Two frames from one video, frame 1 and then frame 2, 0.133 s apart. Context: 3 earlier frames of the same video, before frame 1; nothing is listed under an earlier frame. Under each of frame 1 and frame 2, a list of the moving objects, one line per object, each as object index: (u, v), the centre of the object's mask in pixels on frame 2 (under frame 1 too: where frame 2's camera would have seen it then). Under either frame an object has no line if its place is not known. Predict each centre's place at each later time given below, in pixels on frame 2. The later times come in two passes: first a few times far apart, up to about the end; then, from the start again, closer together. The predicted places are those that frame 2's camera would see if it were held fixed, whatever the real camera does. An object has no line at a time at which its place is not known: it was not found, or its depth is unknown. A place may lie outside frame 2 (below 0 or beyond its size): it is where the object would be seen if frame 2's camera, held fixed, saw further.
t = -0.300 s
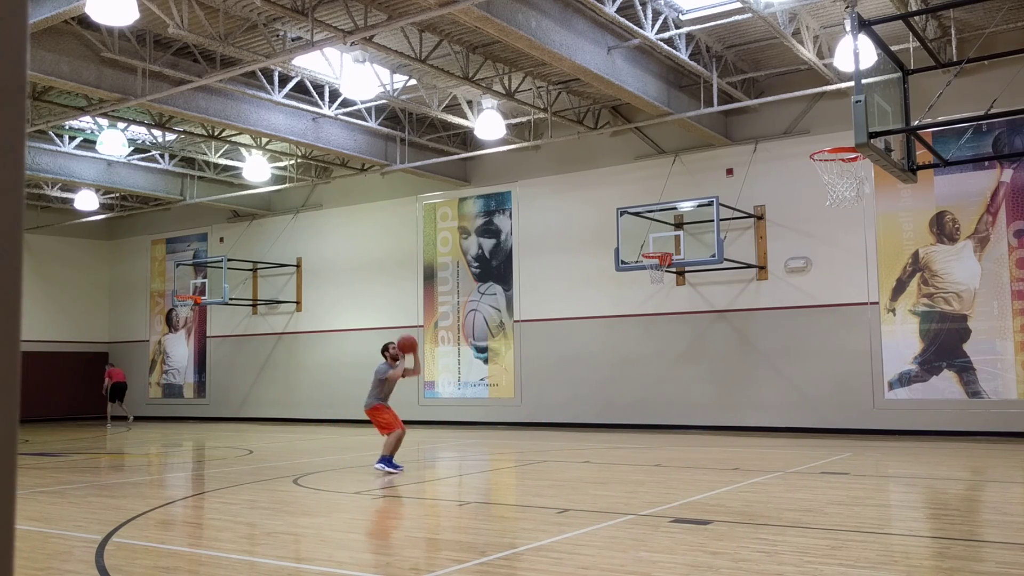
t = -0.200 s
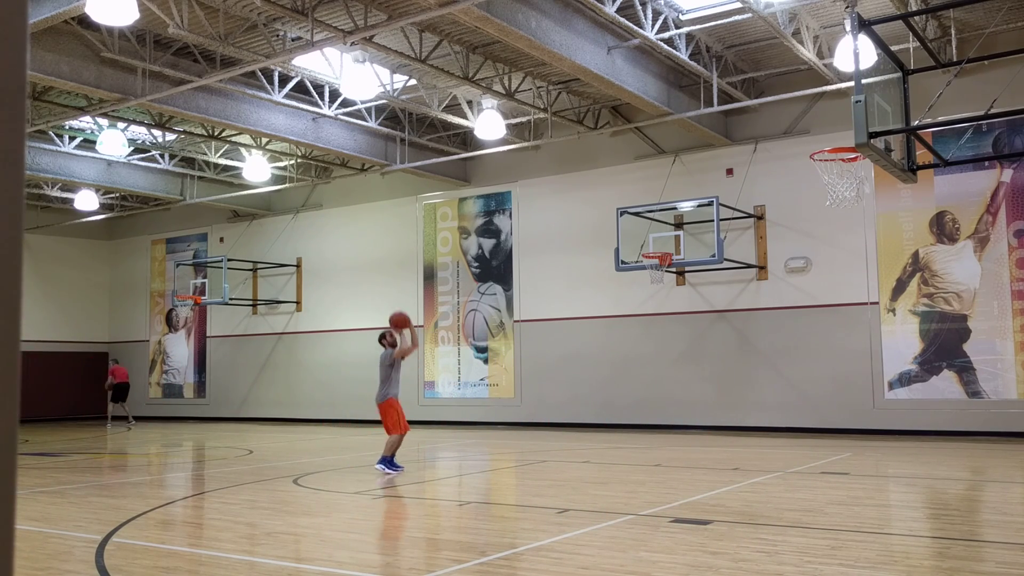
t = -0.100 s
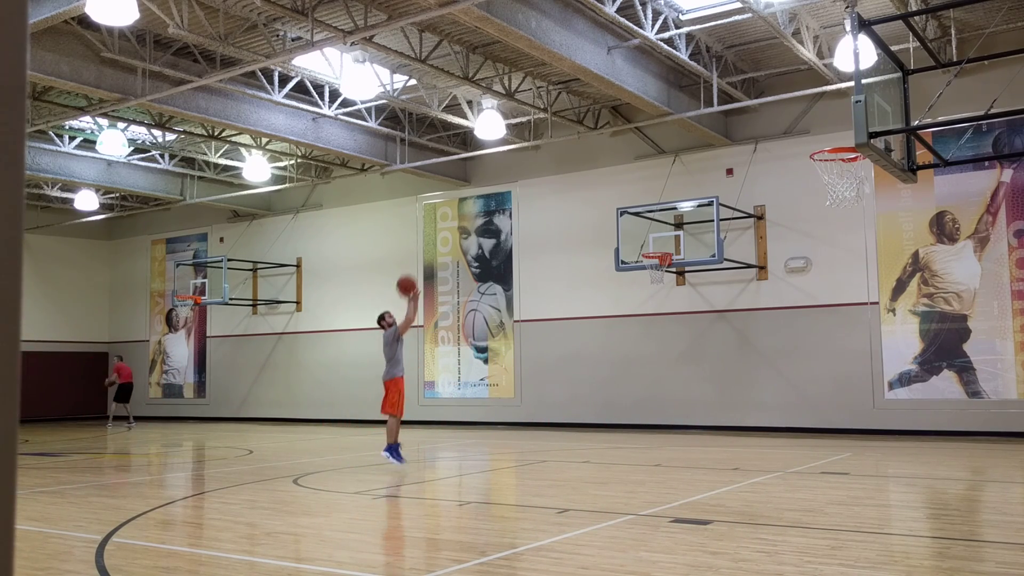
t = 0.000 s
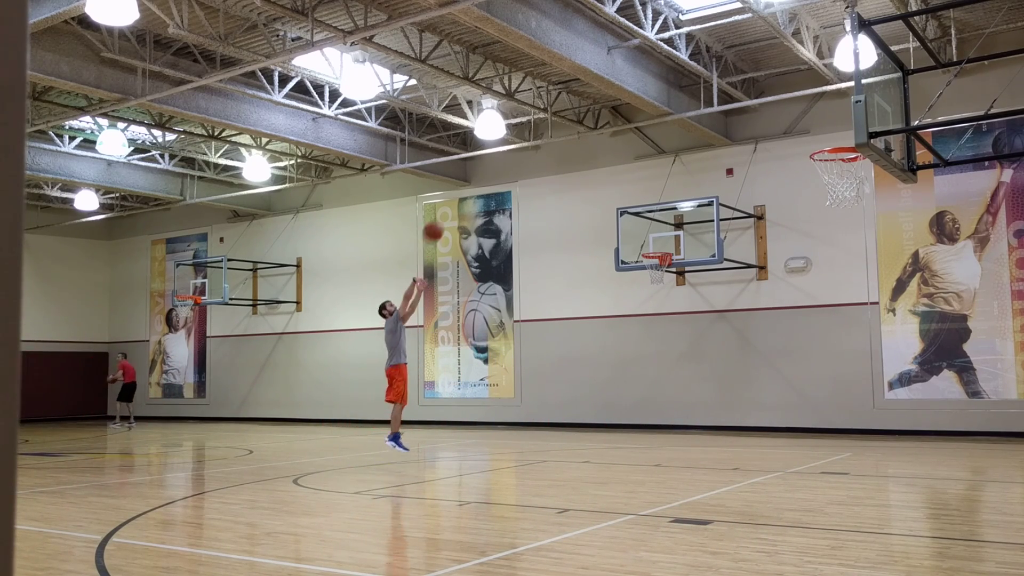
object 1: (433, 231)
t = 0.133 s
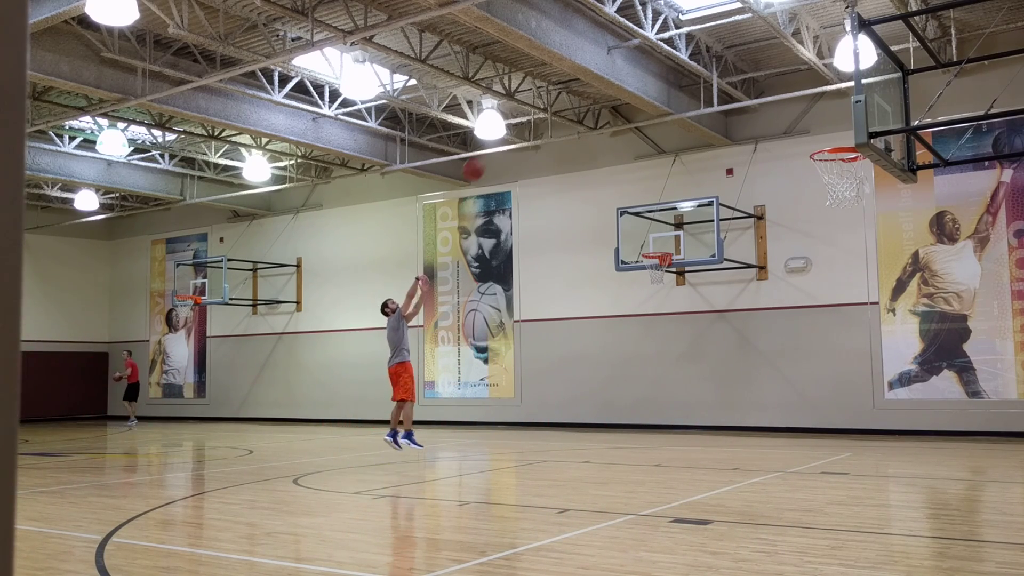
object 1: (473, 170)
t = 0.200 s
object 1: (495, 144)
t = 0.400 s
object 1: (561, 83)
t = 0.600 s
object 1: (632, 55)
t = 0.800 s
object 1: (713, 64)
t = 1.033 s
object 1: (814, 127)
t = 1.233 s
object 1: (868, 185)
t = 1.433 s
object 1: (877, 244)
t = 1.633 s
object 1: (890, 354)
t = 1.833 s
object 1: (901, 478)
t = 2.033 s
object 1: (870, 380)
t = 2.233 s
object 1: (842, 330)
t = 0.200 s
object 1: (495, 144)
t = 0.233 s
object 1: (506, 131)
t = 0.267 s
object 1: (516, 119)
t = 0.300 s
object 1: (527, 109)
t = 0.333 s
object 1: (538, 99)
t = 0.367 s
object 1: (548, 91)
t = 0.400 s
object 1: (561, 83)
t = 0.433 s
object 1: (571, 76)
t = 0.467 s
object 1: (583, 70)
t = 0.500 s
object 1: (596, 65)
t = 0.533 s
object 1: (608, 61)
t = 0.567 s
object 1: (619, 57)
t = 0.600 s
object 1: (632, 55)
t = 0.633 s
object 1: (644, 54)
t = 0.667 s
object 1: (657, 54)
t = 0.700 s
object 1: (671, 55)
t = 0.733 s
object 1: (684, 57)
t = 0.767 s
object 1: (698, 60)
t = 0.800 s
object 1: (713, 64)
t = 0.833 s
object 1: (726, 68)
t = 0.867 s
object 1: (739, 76)
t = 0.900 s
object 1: (754, 84)
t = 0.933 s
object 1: (769, 92)
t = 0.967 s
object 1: (784, 102)
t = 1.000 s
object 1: (799, 114)
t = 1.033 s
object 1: (814, 127)
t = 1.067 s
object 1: (830, 138)
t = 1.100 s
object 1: (847, 160)
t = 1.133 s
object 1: (862, 172)
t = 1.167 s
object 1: (865, 175)
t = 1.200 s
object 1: (867, 180)
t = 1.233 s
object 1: (868, 185)
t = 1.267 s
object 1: (869, 191)
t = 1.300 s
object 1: (871, 199)
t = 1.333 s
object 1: (872, 209)
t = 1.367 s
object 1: (874, 219)
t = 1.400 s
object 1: (876, 231)
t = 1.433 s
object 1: (877, 244)
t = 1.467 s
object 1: (879, 259)
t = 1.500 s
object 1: (881, 275)
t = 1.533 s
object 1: (883, 293)
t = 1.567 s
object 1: (885, 312)
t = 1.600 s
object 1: (888, 332)
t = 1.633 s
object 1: (890, 354)
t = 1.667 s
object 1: (893, 378)
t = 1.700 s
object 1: (896, 403)
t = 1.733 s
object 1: (899, 430)
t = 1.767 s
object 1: (902, 458)
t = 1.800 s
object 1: (905, 489)
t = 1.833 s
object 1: (901, 478)
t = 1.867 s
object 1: (895, 458)
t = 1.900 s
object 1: (890, 440)
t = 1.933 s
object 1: (885, 423)
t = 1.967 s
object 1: (880, 407)
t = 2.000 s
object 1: (875, 393)
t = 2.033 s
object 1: (870, 380)
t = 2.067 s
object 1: (865, 368)
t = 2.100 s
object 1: (861, 358)
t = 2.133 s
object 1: (856, 349)
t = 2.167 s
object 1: (851, 341)
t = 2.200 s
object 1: (847, 335)
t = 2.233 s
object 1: (842, 330)
